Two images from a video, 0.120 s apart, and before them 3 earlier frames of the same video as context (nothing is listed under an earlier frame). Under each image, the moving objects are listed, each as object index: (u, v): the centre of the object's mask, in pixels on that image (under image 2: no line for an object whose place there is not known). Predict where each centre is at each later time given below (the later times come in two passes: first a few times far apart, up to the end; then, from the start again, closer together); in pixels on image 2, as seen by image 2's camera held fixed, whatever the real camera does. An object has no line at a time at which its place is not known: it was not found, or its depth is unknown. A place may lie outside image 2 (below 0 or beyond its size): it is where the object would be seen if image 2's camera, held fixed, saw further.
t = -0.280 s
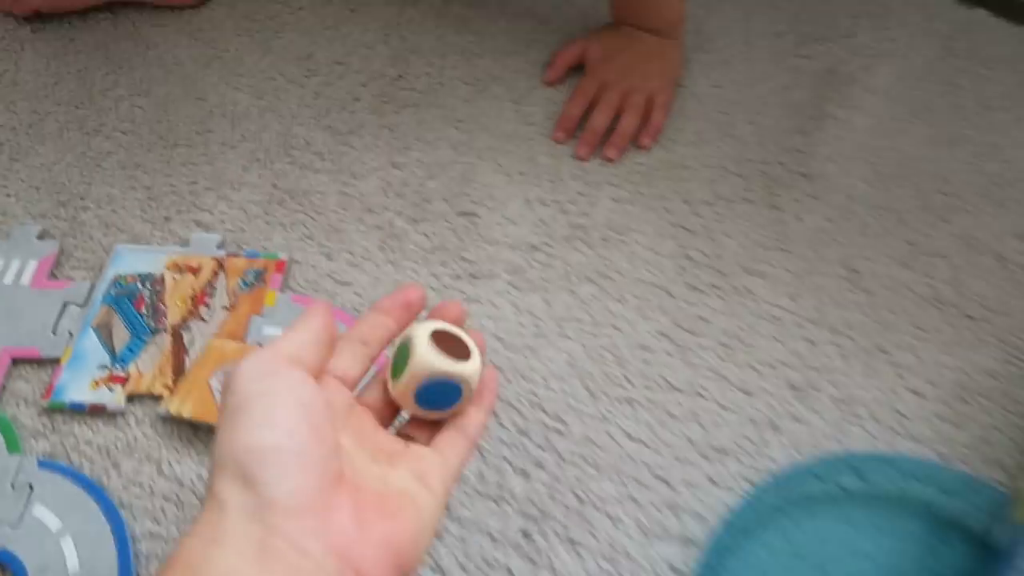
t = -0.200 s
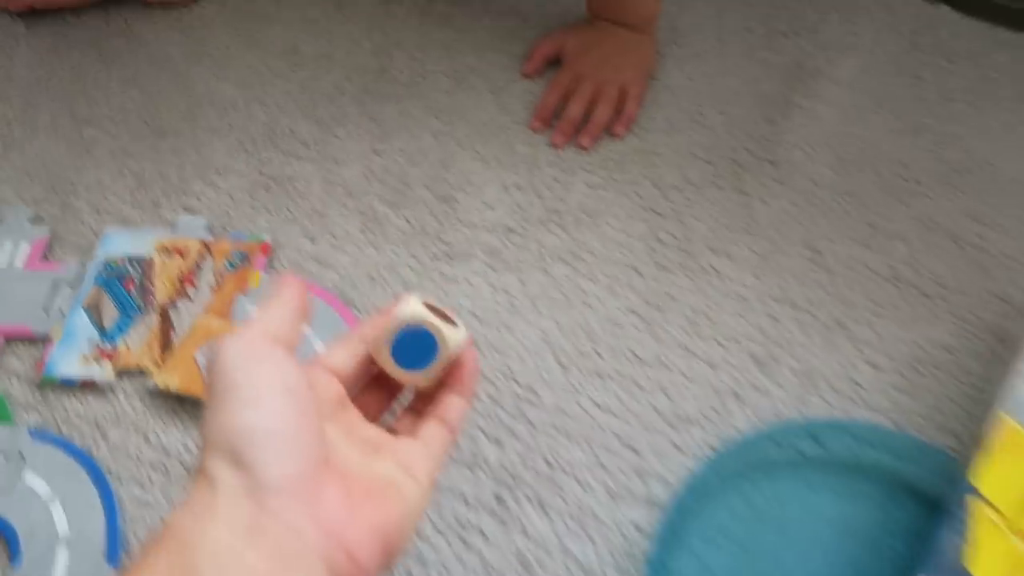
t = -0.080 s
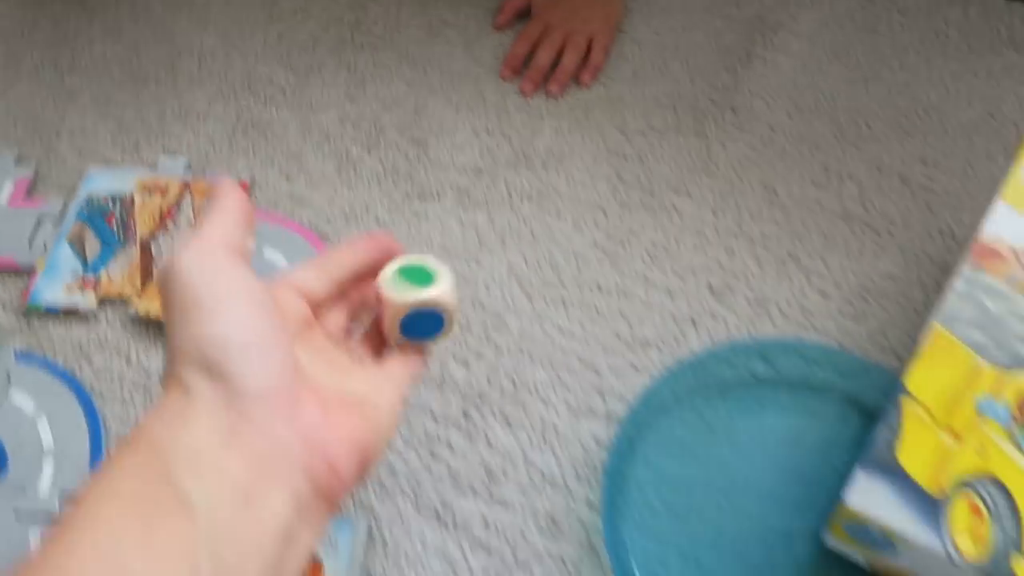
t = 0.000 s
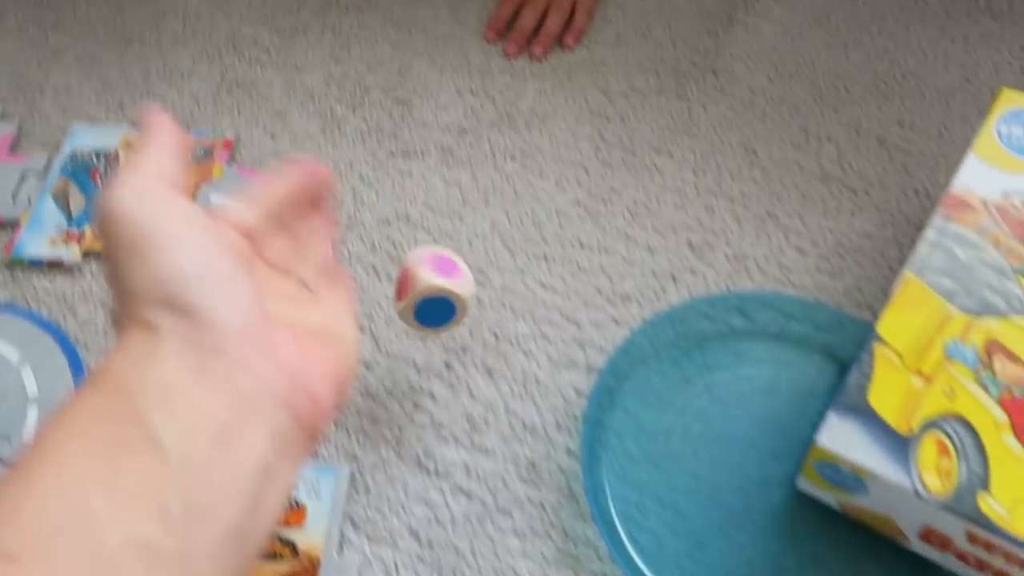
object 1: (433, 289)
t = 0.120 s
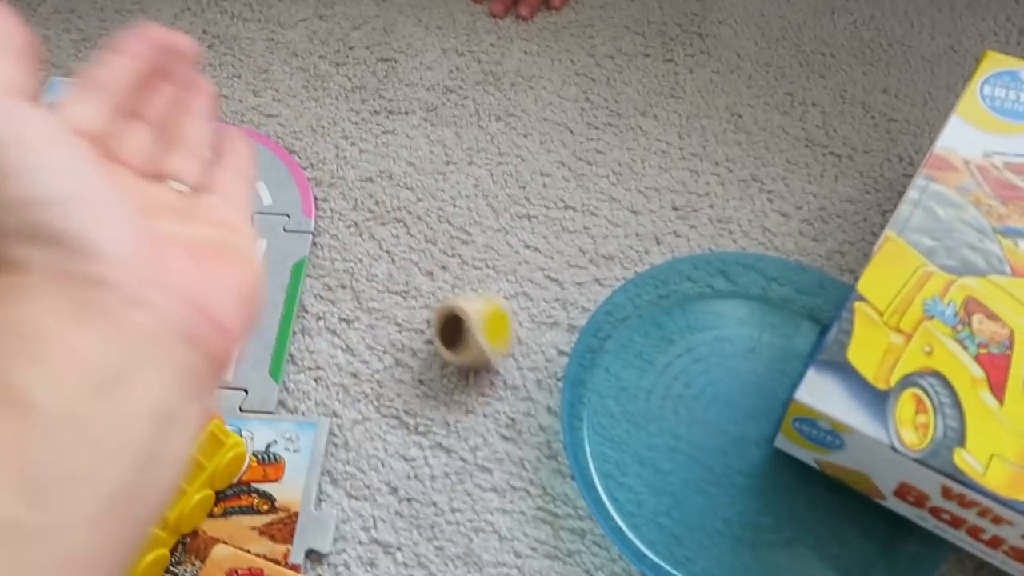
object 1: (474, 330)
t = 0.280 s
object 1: (518, 415)
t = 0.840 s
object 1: (516, 408)
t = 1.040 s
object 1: (515, 408)
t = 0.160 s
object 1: (492, 349)
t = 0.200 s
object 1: (511, 374)
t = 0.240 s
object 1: (518, 396)
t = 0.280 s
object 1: (518, 415)
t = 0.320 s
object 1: (518, 420)
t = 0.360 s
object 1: (518, 418)
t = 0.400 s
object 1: (516, 410)
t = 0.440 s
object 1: (517, 403)
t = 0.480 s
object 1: (517, 403)
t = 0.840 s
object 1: (516, 408)
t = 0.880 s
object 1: (516, 408)
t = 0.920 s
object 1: (516, 408)
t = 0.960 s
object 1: (516, 408)
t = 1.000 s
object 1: (516, 408)
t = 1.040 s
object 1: (515, 408)
